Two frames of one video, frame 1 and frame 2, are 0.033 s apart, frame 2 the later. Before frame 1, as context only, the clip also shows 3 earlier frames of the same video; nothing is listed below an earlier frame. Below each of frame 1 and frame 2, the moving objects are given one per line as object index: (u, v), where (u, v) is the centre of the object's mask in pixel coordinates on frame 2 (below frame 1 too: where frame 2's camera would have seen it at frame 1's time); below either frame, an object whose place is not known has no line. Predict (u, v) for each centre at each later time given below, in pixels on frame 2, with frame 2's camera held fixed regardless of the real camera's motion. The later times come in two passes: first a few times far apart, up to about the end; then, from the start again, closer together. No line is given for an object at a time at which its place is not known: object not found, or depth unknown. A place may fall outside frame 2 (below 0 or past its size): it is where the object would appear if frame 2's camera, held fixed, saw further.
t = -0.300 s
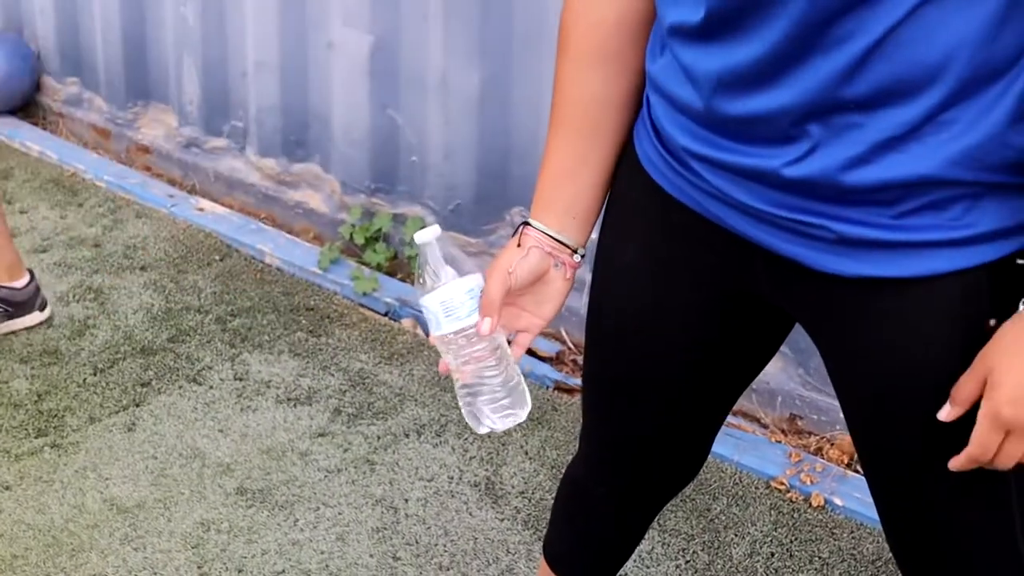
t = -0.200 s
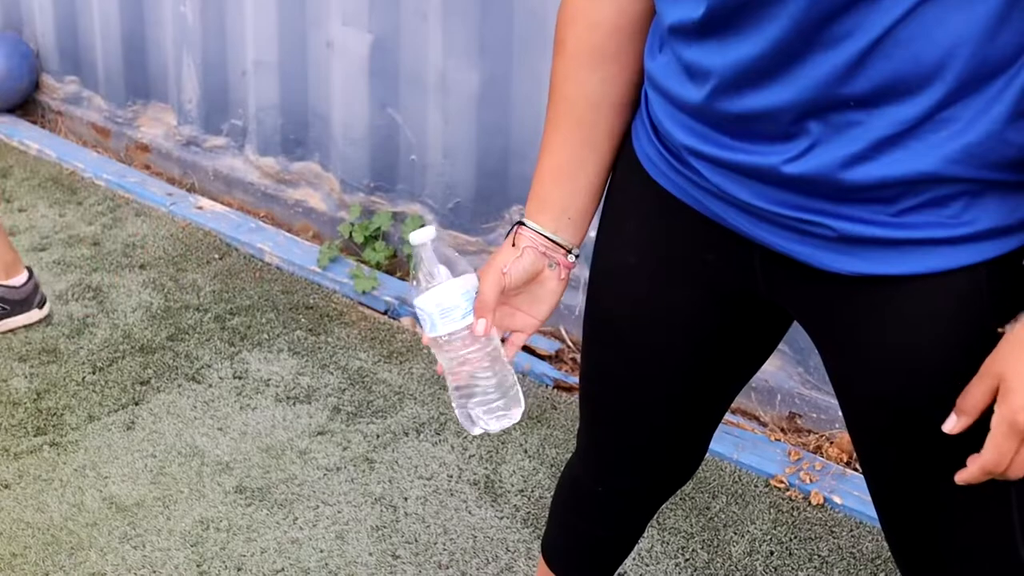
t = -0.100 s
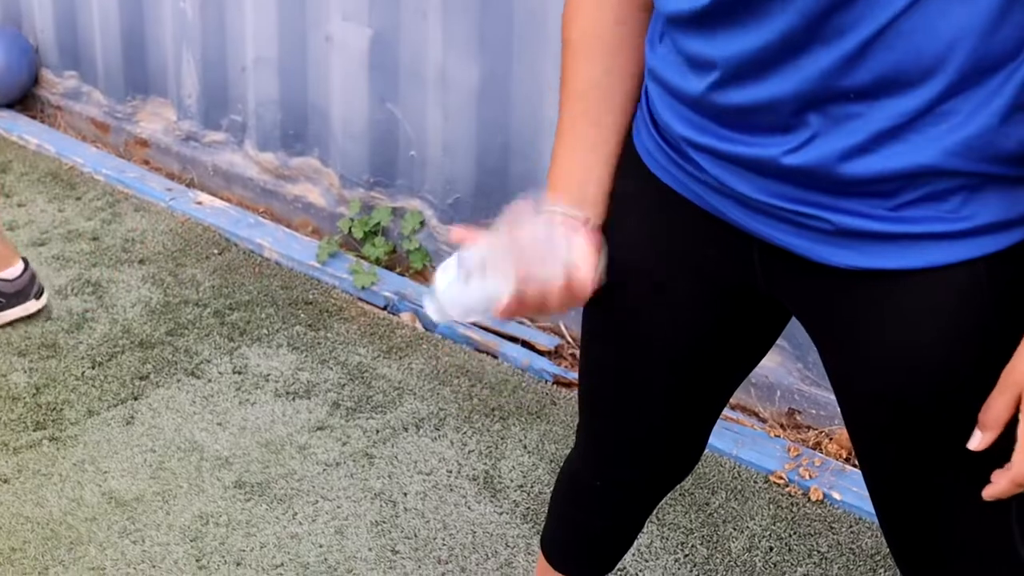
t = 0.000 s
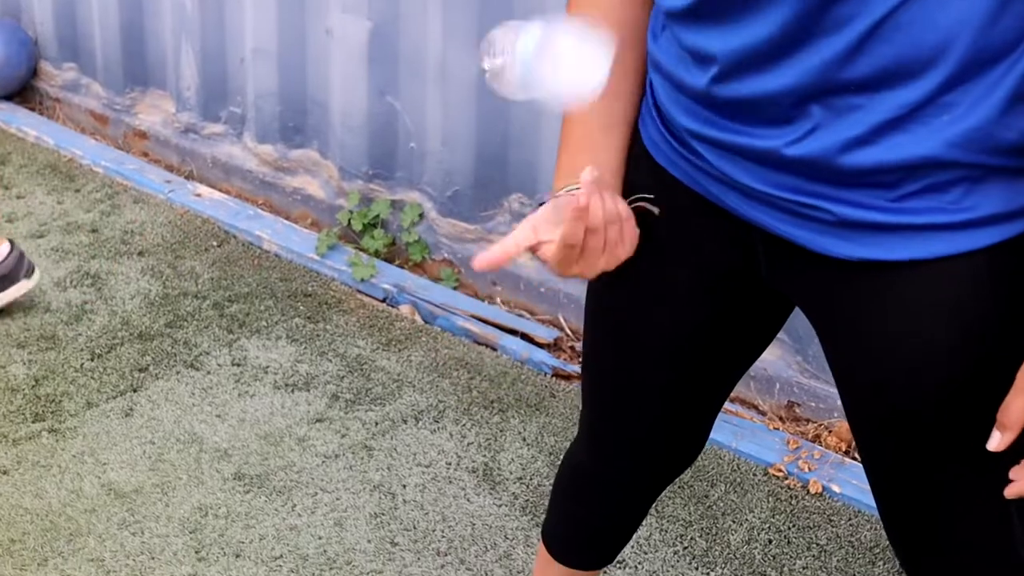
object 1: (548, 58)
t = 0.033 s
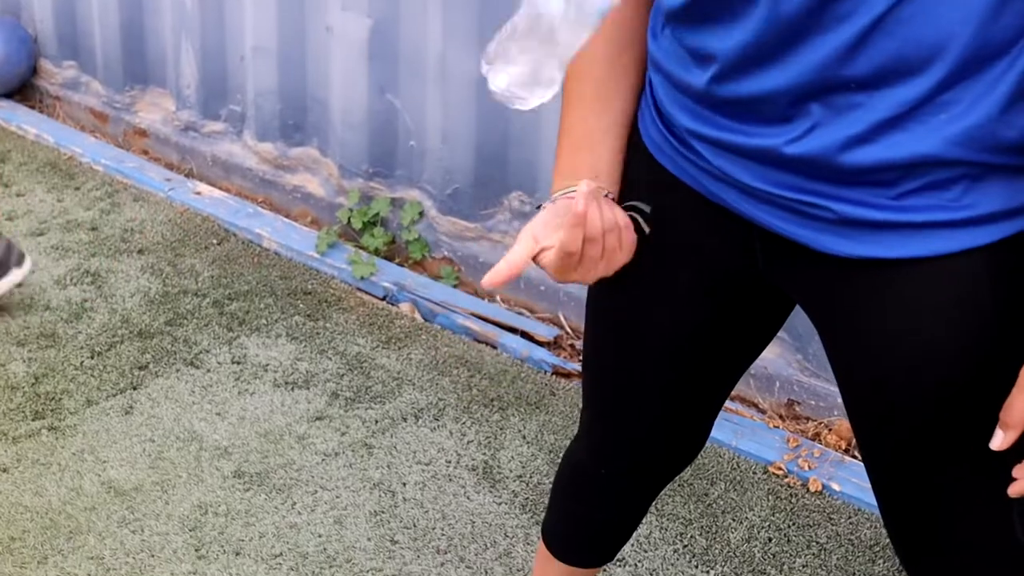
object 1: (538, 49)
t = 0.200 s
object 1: (604, 42)
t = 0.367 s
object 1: (664, 262)
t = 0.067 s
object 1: (557, 46)
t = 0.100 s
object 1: (596, 22)
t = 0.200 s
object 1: (604, 42)
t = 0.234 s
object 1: (640, 55)
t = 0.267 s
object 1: (664, 59)
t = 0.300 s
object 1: (655, 98)
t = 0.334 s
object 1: (661, 174)
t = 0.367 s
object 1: (664, 262)
